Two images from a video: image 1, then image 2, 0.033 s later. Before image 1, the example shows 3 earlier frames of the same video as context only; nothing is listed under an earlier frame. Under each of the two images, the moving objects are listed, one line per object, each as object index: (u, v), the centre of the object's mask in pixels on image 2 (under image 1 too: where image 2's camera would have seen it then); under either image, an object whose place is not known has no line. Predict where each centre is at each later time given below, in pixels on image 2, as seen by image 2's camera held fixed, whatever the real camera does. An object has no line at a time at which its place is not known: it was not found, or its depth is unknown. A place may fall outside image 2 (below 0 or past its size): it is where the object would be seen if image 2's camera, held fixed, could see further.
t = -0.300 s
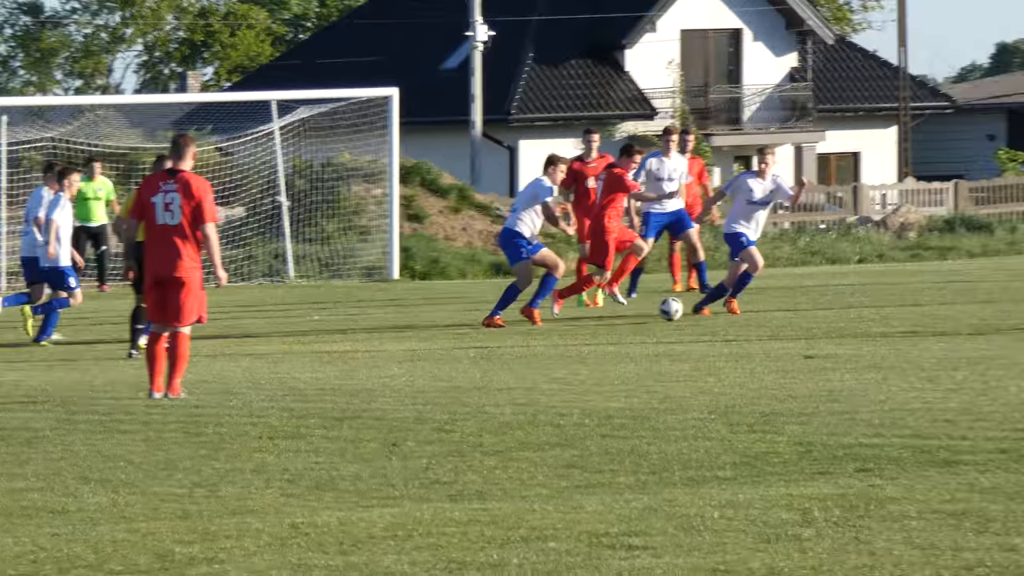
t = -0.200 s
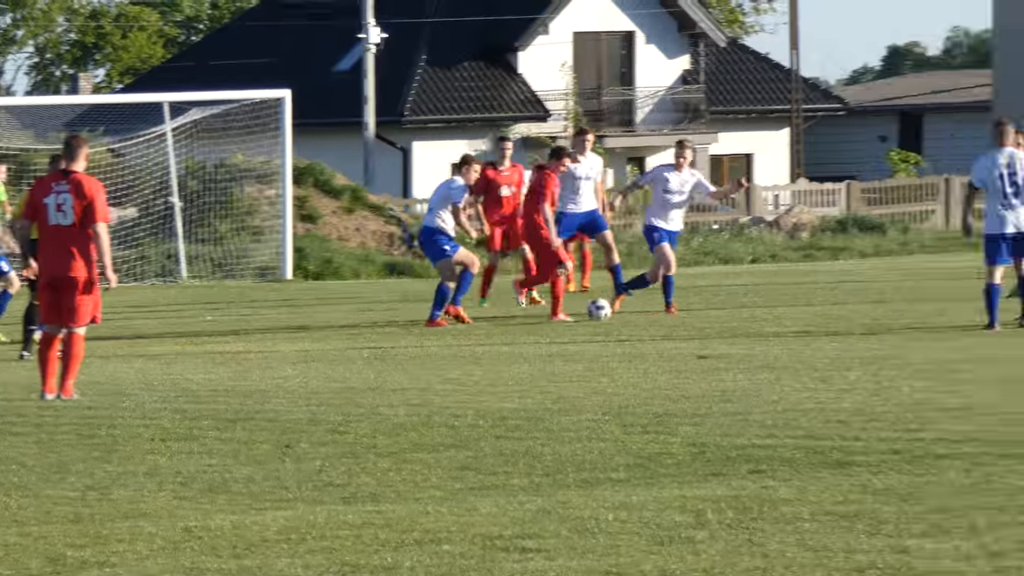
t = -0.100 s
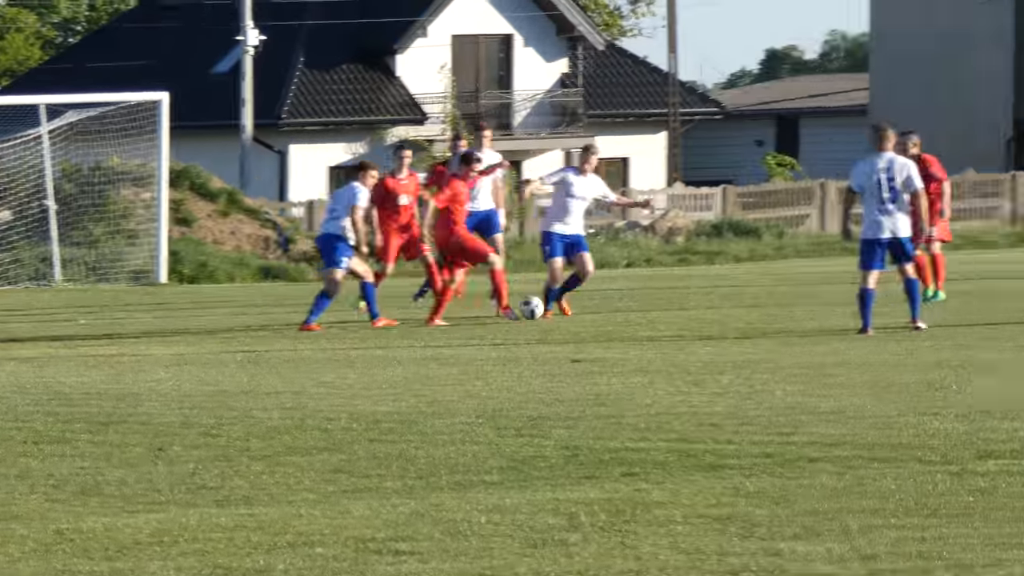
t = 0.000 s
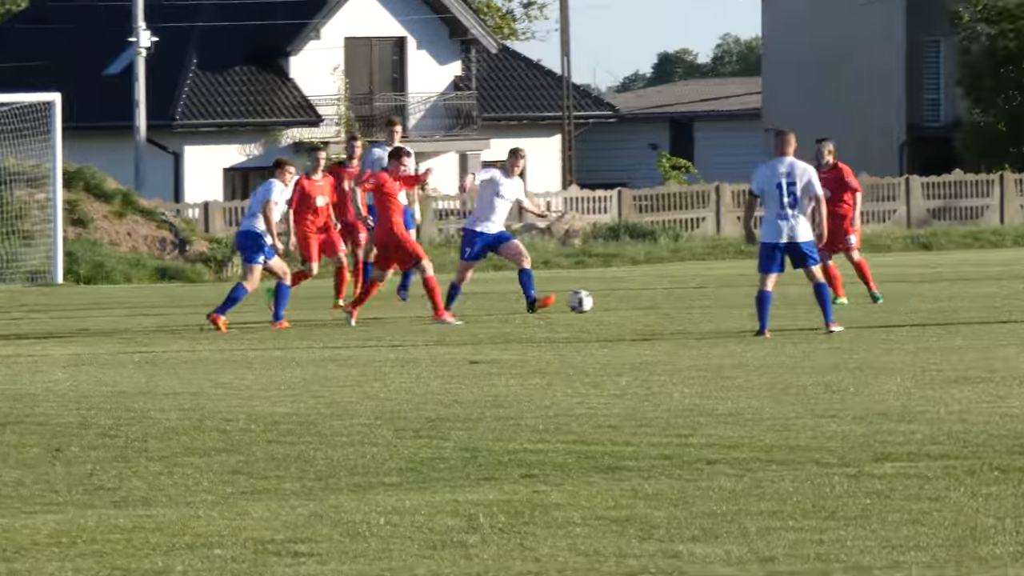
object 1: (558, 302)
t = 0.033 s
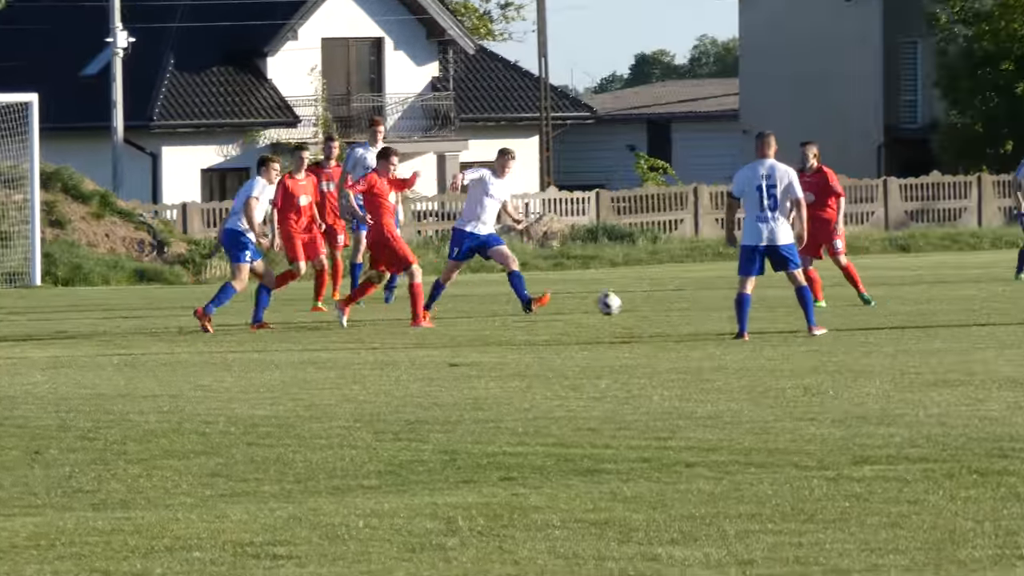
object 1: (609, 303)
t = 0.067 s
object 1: (659, 304)
